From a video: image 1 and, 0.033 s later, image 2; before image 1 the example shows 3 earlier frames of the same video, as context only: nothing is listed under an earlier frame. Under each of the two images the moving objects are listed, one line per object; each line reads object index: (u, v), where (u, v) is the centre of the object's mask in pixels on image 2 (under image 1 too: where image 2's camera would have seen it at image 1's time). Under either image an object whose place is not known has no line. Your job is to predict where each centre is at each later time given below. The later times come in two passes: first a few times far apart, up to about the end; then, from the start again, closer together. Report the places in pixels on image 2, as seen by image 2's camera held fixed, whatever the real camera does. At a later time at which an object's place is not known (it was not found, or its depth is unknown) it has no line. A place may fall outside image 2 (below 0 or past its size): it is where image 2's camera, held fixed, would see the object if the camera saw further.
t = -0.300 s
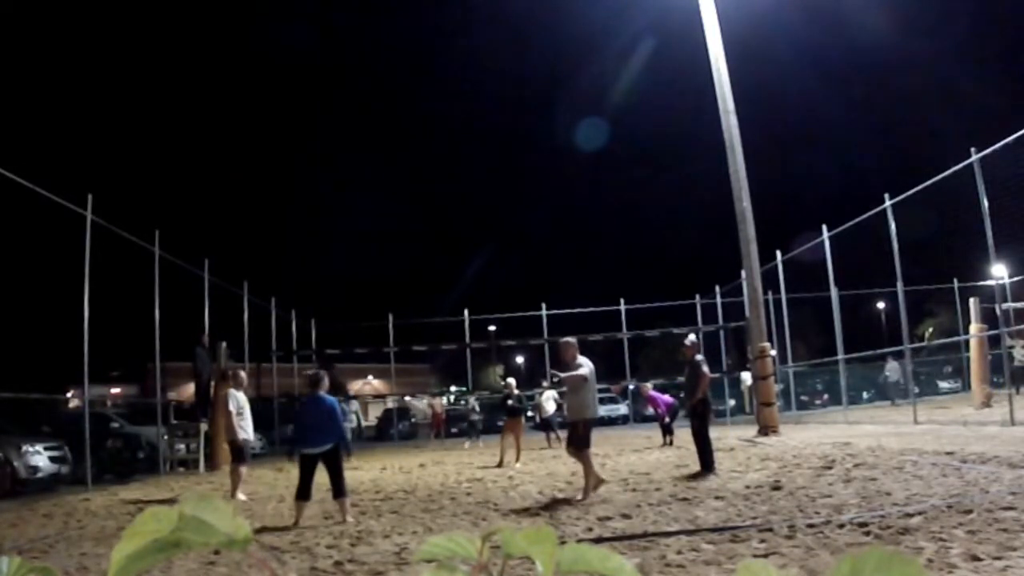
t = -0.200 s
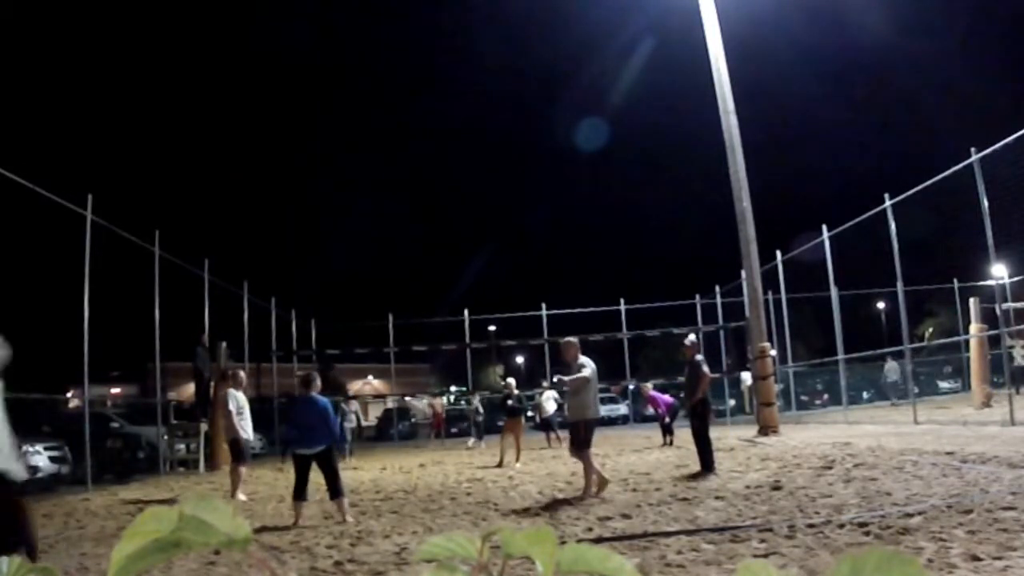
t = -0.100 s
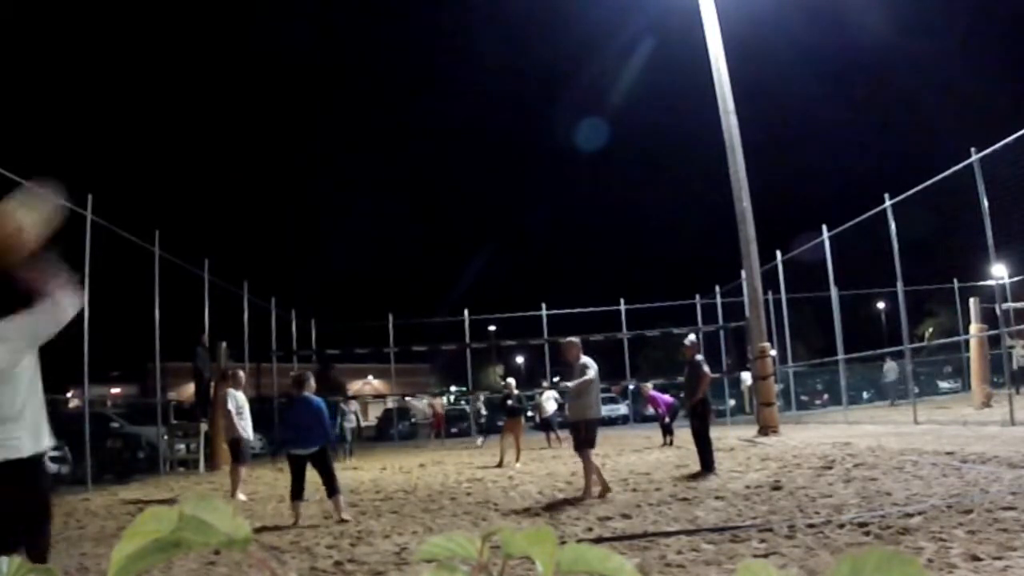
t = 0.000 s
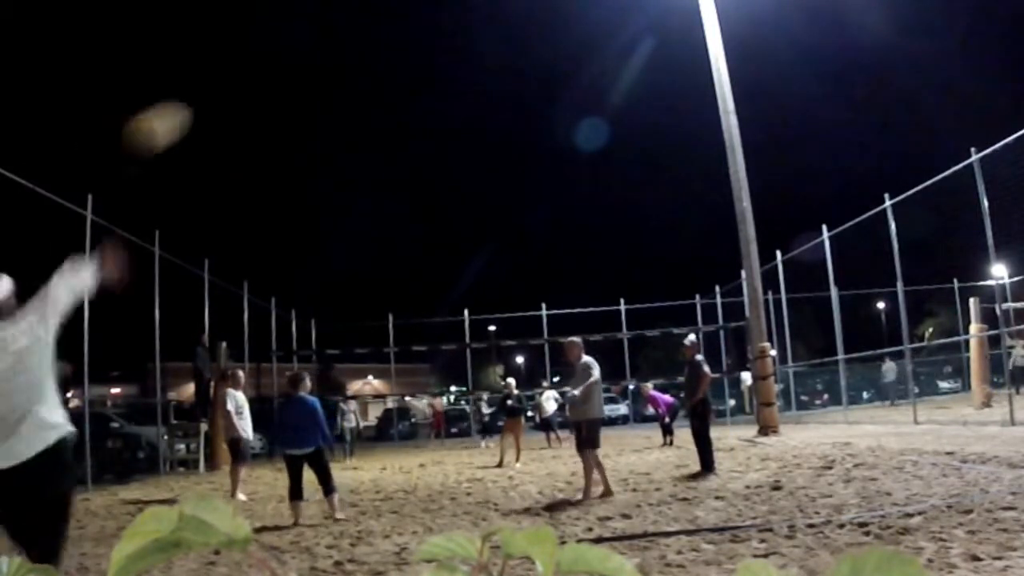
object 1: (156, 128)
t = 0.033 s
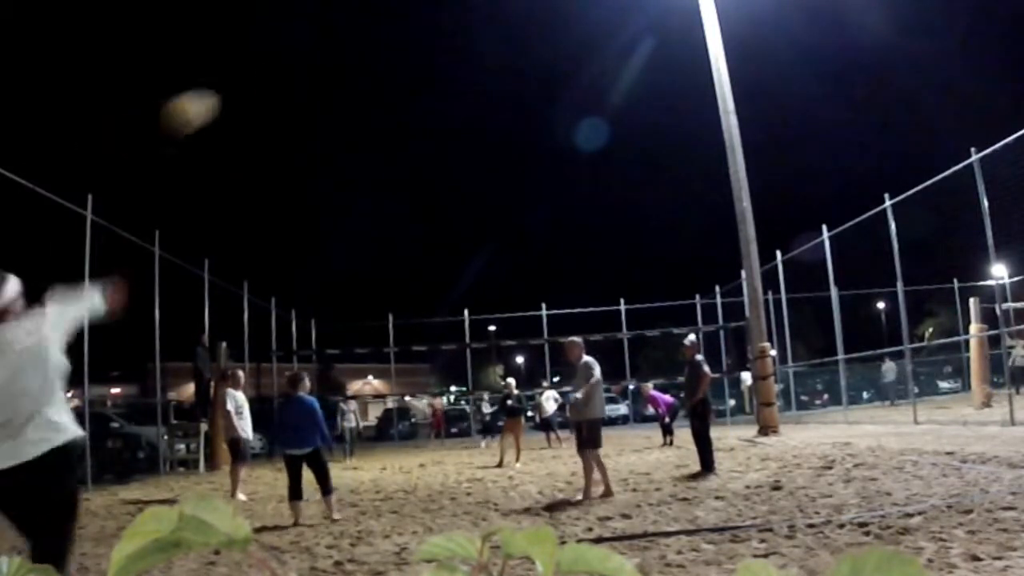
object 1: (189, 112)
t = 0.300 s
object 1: (322, 75)
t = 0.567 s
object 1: (372, 97)
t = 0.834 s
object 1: (401, 142)
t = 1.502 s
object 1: (437, 304)
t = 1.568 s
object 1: (440, 322)
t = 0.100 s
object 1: (238, 90)
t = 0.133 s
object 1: (258, 84)
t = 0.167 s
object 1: (275, 80)
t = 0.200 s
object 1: (288, 77)
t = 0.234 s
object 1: (301, 75)
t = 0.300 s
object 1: (322, 75)
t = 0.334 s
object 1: (330, 76)
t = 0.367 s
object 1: (338, 78)
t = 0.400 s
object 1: (345, 79)
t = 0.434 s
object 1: (351, 82)
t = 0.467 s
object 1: (357, 85)
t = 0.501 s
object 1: (363, 89)
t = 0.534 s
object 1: (368, 93)
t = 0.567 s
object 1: (372, 97)
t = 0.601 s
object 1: (377, 102)
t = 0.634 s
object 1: (381, 107)
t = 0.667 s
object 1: (385, 112)
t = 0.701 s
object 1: (388, 118)
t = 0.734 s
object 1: (392, 124)
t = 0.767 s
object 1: (395, 129)
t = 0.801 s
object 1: (398, 135)
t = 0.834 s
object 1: (401, 142)
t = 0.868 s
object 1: (403, 148)
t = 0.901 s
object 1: (406, 155)
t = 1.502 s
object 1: (437, 304)
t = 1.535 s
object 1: (438, 312)
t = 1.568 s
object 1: (440, 322)
